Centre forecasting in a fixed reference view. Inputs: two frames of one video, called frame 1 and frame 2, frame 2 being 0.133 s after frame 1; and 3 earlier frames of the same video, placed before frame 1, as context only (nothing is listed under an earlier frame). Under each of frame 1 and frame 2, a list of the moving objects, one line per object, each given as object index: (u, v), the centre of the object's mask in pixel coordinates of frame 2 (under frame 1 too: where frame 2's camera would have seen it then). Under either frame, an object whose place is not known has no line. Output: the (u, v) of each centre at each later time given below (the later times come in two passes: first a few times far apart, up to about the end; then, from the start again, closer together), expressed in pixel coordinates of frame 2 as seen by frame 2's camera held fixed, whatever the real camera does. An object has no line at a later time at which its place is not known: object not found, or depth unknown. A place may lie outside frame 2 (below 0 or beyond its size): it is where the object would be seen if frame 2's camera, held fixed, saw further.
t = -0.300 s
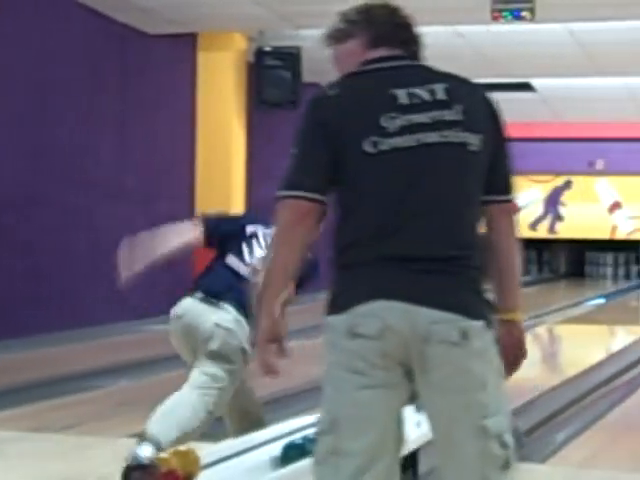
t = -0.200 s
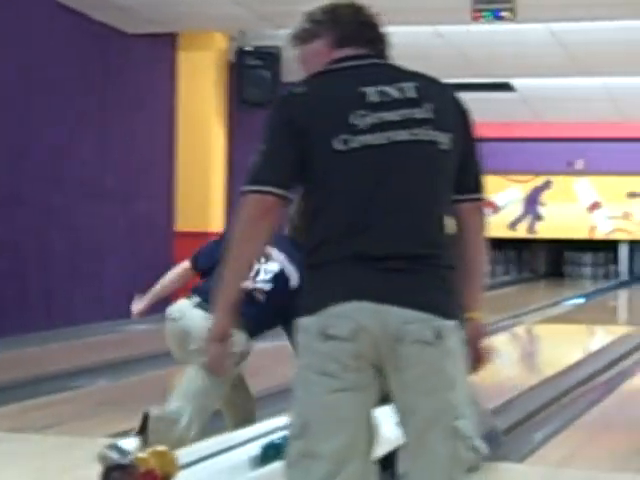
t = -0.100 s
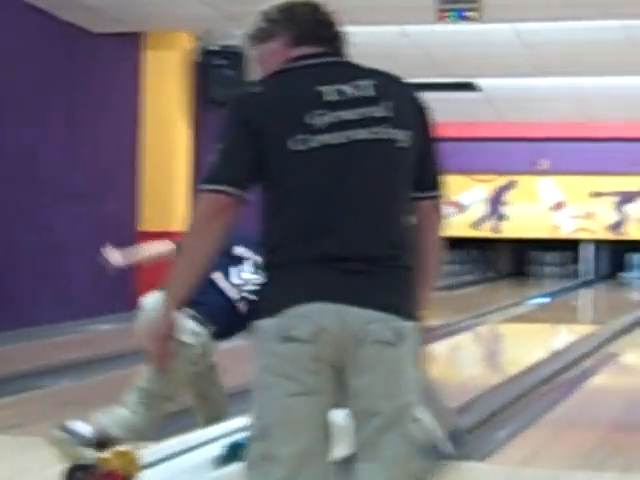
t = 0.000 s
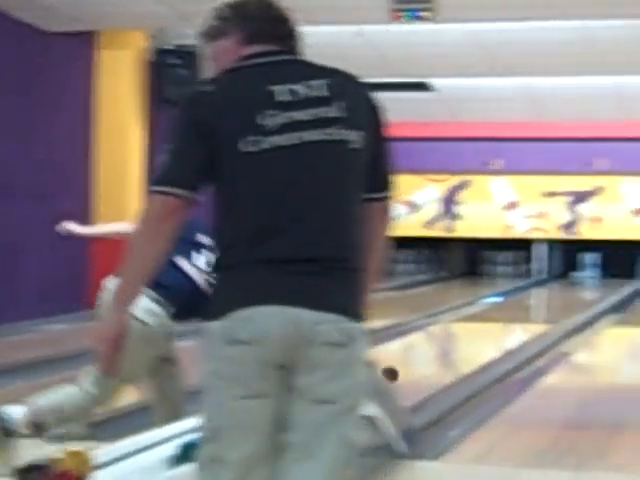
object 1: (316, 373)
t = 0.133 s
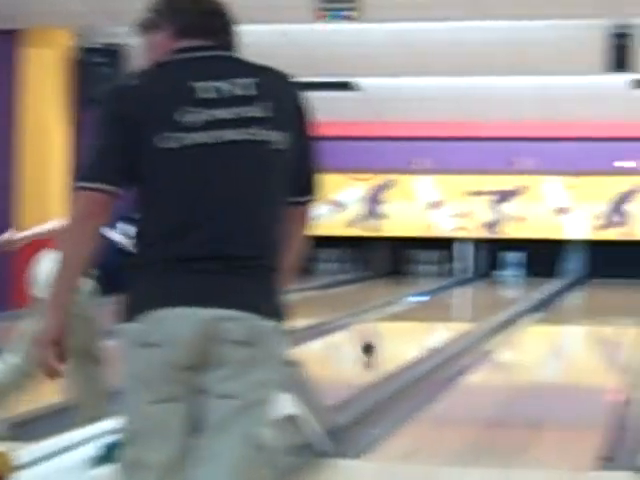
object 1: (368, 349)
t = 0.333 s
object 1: (424, 321)
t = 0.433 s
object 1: (444, 311)
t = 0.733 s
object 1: (487, 289)
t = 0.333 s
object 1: (424, 321)
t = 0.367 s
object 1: (432, 318)
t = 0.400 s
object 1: (438, 315)
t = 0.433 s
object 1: (444, 311)
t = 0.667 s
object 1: (480, 293)
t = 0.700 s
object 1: (484, 291)
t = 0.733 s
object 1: (487, 289)
